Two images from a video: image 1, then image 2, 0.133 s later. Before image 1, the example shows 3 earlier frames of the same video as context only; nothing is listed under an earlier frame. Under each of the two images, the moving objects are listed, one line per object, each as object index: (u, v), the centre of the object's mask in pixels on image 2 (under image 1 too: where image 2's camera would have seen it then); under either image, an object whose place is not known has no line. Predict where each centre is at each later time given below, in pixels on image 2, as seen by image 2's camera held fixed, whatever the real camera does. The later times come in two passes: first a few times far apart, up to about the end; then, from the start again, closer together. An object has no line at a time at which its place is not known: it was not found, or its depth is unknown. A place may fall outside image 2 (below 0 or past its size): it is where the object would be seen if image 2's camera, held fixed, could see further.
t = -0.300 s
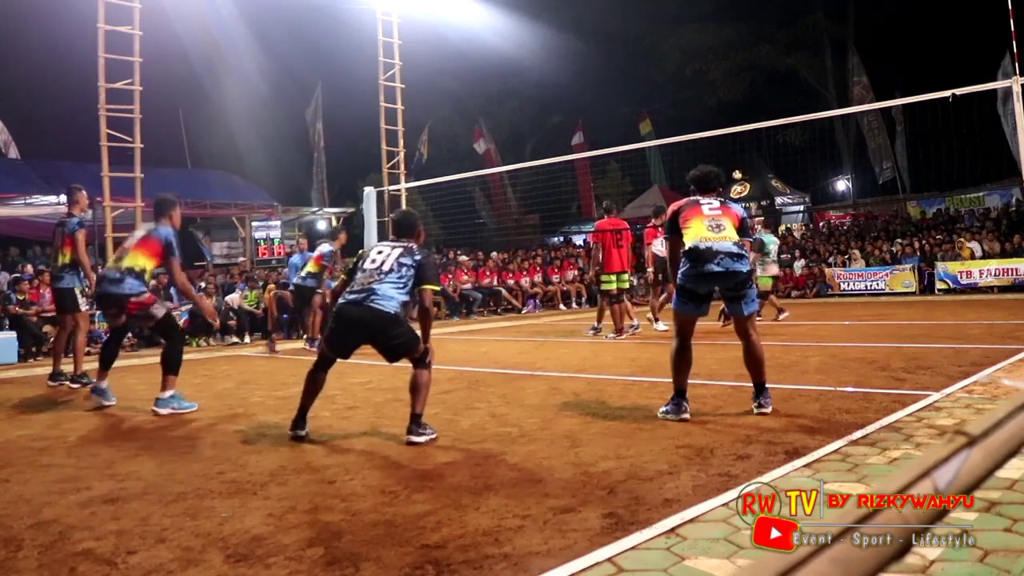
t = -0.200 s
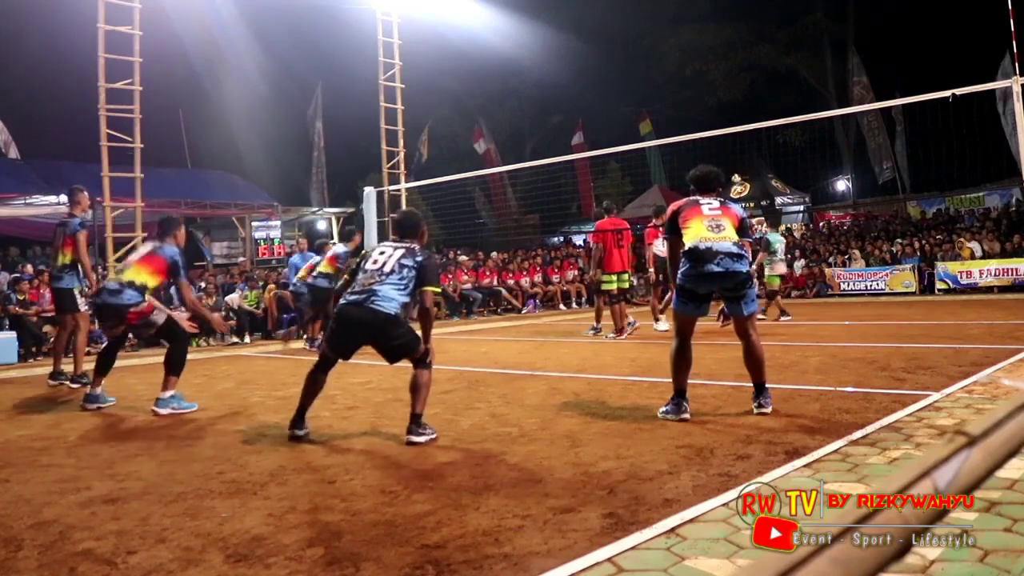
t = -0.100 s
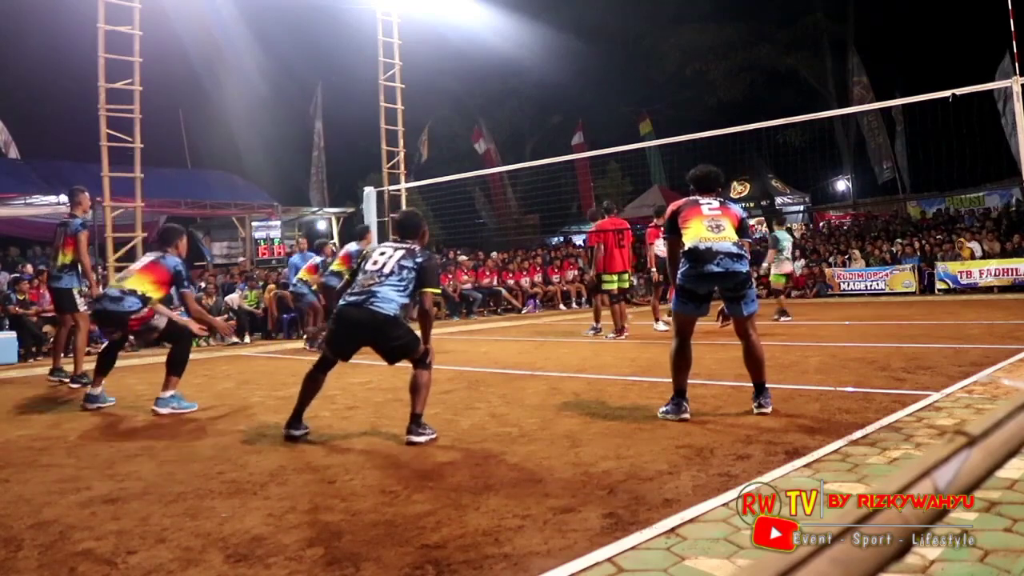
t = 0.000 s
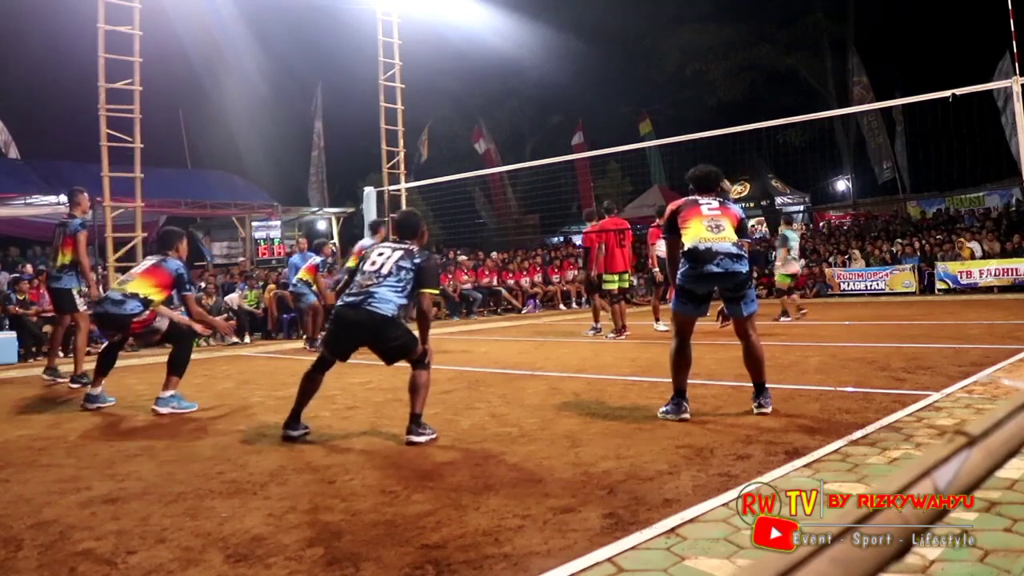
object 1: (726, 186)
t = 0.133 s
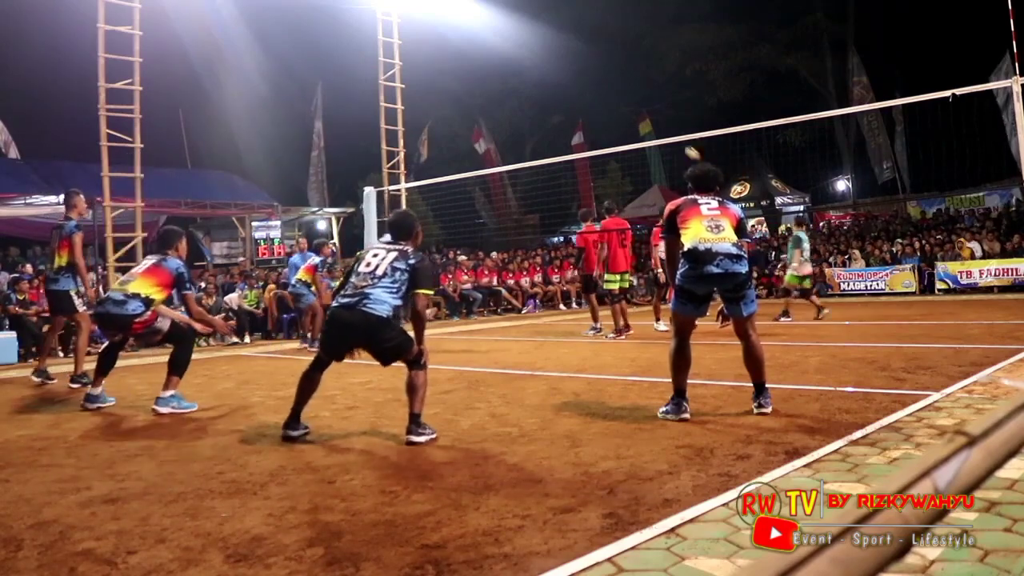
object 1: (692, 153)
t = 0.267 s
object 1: (653, 124)
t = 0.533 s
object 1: (562, 85)
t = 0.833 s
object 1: (423, 92)
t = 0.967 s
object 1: (344, 117)
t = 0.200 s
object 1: (671, 134)
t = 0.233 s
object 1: (663, 131)
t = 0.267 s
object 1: (653, 124)
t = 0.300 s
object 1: (643, 118)
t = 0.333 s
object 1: (633, 112)
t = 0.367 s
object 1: (622, 107)
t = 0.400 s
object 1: (610, 101)
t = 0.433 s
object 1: (599, 96)
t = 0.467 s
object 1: (587, 92)
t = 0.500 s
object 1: (575, 88)
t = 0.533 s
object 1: (562, 85)
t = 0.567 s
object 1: (549, 83)
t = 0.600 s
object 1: (535, 81)
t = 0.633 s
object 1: (520, 80)
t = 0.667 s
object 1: (505, 80)
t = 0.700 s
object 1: (490, 81)
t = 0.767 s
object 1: (457, 84)
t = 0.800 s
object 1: (440, 87)
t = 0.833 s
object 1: (423, 92)
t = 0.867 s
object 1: (404, 96)
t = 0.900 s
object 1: (382, 103)
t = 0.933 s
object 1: (364, 109)
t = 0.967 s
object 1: (344, 117)
